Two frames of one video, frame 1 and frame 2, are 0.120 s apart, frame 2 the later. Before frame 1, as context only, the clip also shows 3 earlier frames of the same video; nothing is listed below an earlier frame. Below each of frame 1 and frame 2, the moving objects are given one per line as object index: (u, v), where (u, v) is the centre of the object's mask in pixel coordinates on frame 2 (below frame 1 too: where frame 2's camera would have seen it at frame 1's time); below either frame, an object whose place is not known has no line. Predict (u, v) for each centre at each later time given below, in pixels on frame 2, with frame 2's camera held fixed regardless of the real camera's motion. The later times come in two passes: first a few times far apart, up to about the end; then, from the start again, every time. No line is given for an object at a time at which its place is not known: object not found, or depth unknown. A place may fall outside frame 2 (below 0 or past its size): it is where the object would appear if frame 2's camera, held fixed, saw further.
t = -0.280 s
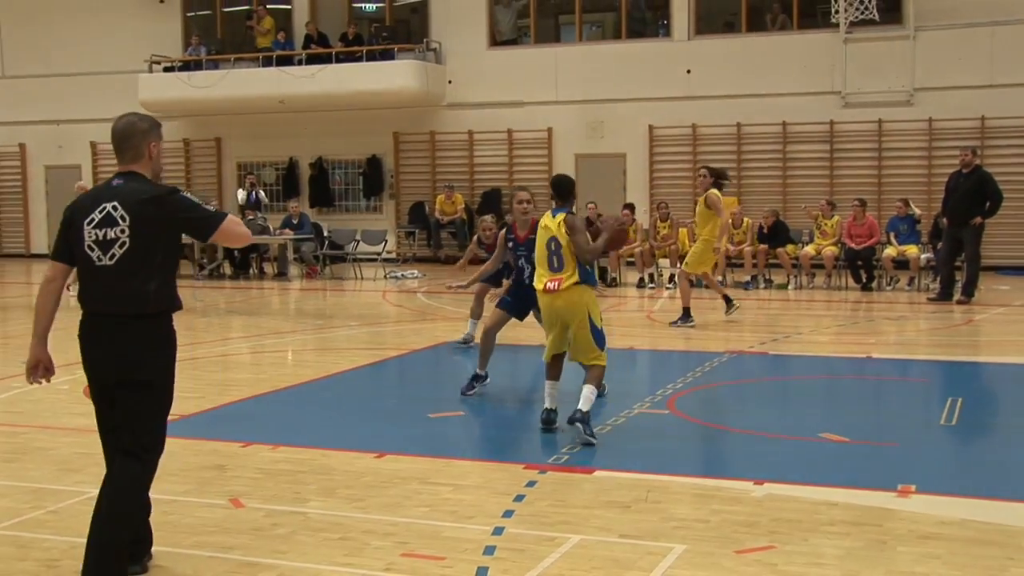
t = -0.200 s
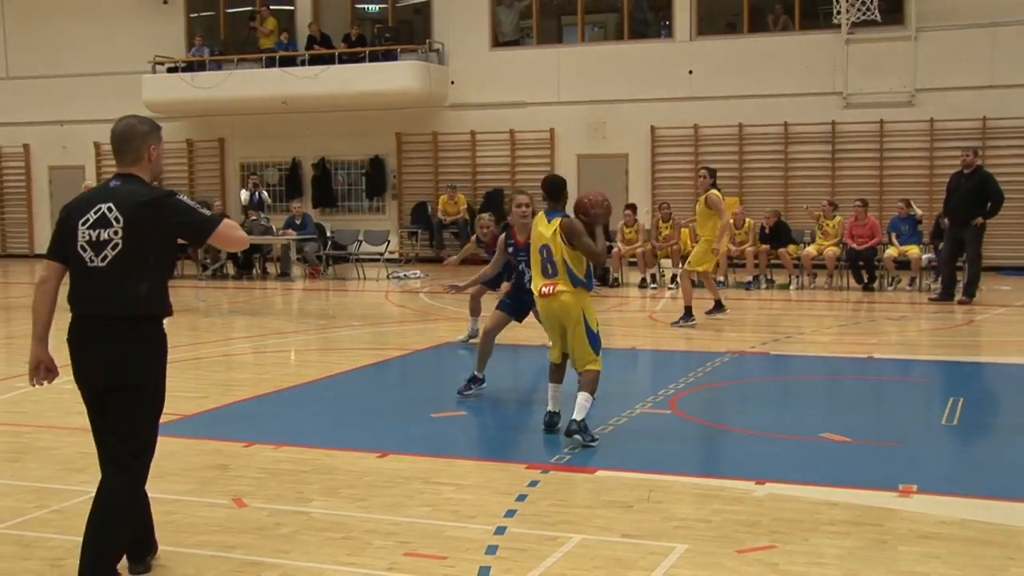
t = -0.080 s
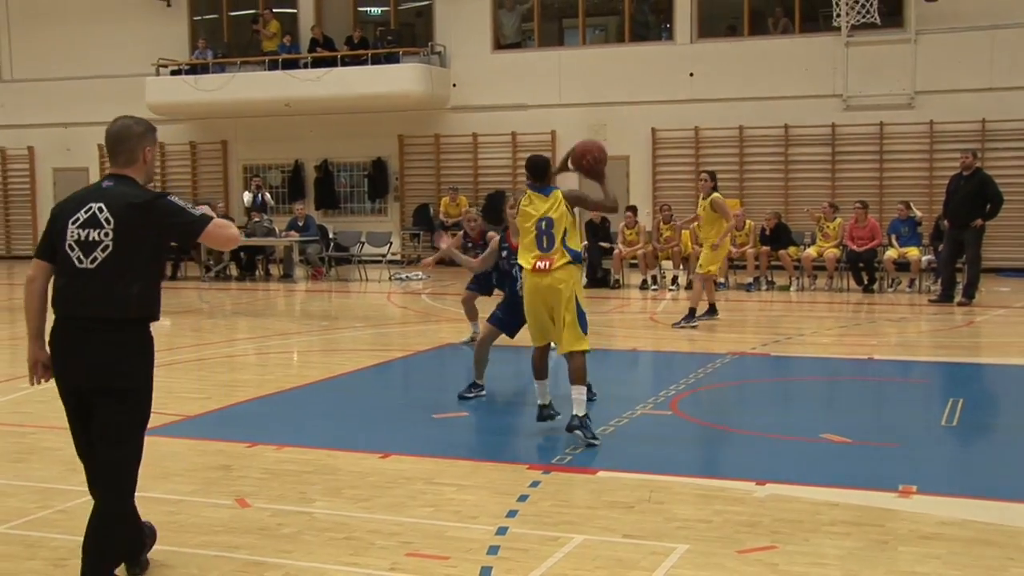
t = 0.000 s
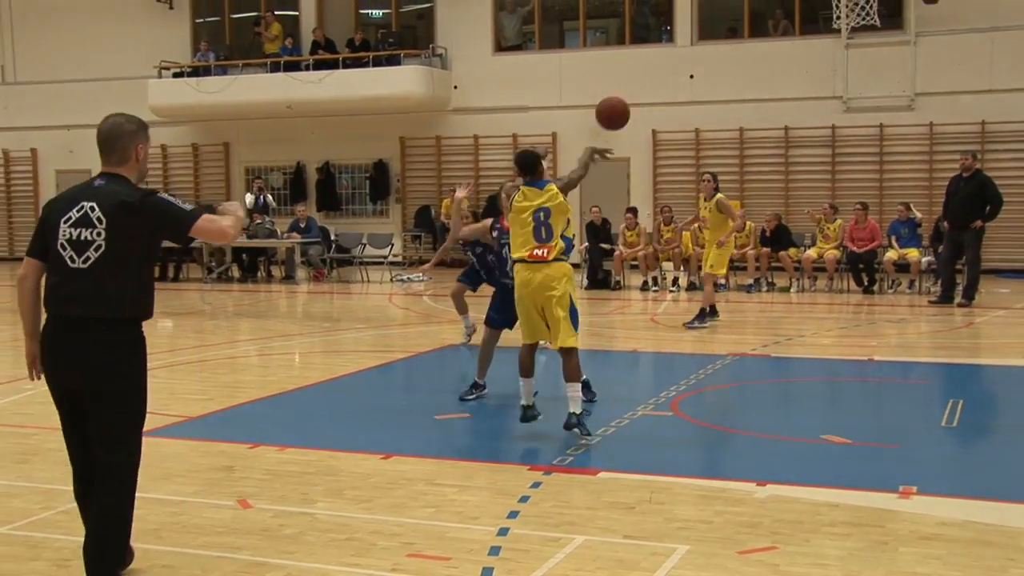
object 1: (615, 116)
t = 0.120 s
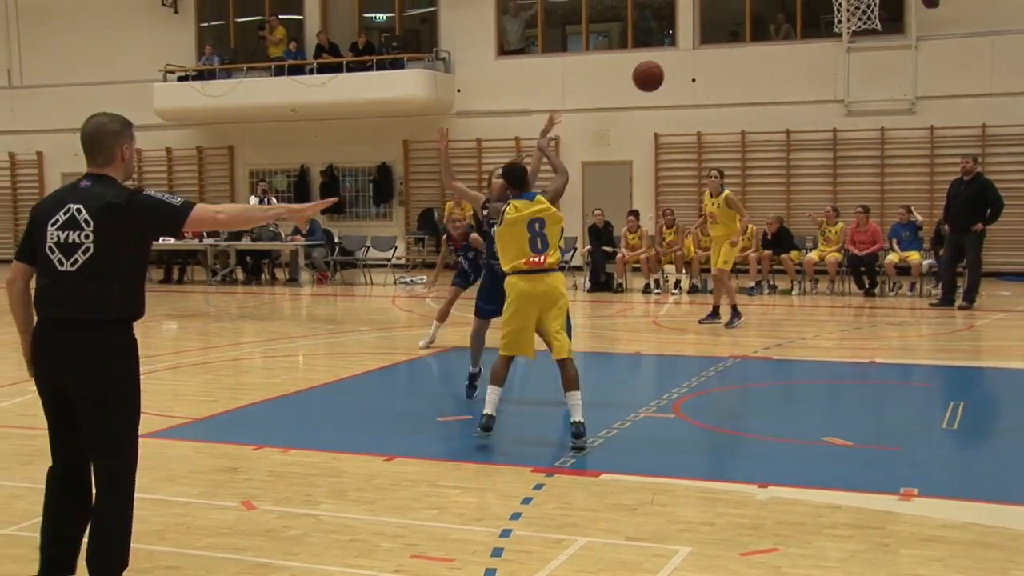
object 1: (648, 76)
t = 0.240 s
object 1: (676, 61)
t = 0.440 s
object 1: (715, 74)
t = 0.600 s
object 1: (740, 111)
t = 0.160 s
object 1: (658, 68)
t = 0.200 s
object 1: (667, 64)
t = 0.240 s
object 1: (676, 61)
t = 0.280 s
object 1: (684, 60)
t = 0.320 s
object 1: (693, 61)
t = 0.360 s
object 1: (700, 64)
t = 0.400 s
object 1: (707, 68)
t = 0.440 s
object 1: (715, 74)
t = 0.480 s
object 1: (722, 81)
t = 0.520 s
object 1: (728, 90)
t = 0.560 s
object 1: (734, 99)
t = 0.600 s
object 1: (740, 111)
